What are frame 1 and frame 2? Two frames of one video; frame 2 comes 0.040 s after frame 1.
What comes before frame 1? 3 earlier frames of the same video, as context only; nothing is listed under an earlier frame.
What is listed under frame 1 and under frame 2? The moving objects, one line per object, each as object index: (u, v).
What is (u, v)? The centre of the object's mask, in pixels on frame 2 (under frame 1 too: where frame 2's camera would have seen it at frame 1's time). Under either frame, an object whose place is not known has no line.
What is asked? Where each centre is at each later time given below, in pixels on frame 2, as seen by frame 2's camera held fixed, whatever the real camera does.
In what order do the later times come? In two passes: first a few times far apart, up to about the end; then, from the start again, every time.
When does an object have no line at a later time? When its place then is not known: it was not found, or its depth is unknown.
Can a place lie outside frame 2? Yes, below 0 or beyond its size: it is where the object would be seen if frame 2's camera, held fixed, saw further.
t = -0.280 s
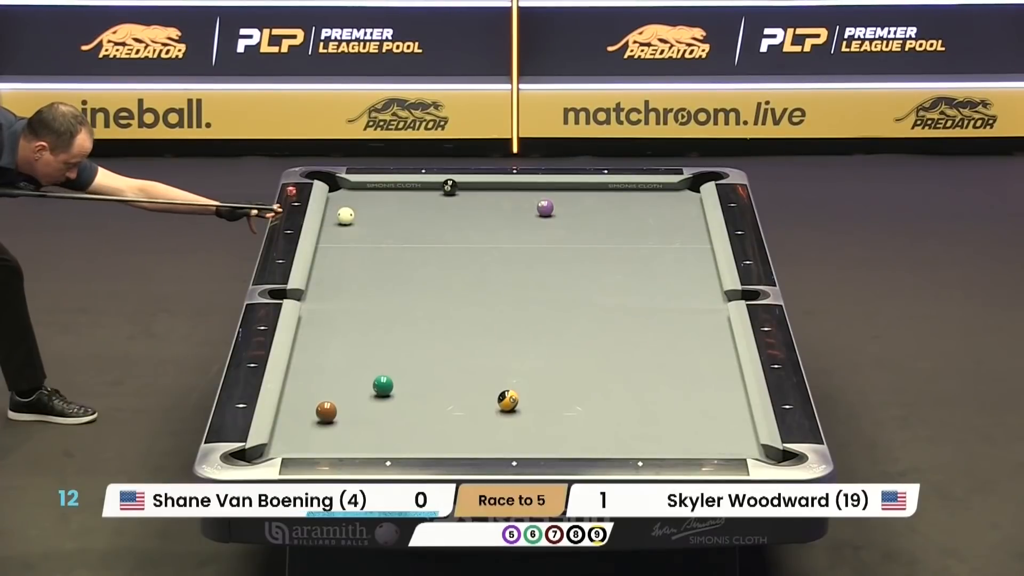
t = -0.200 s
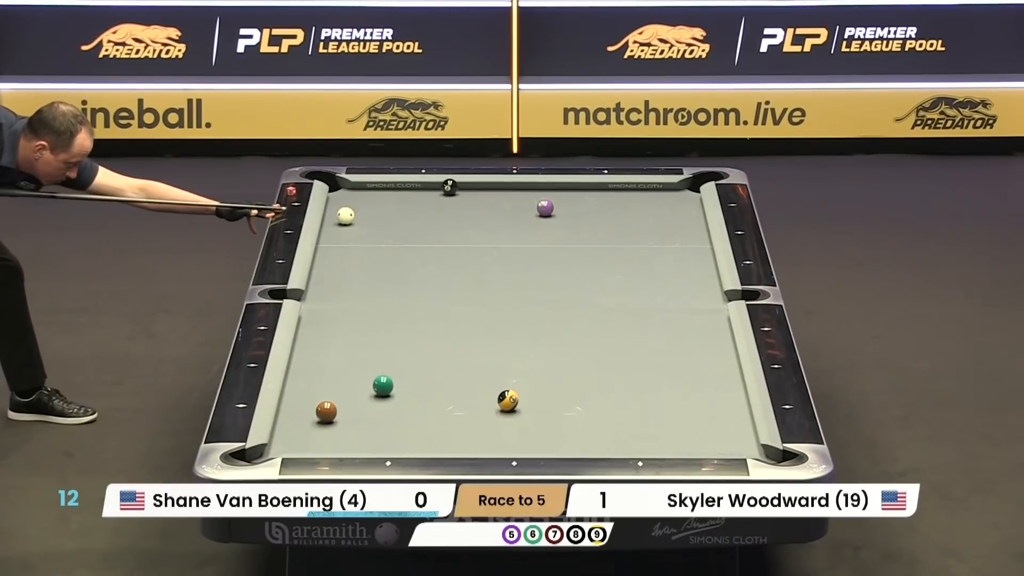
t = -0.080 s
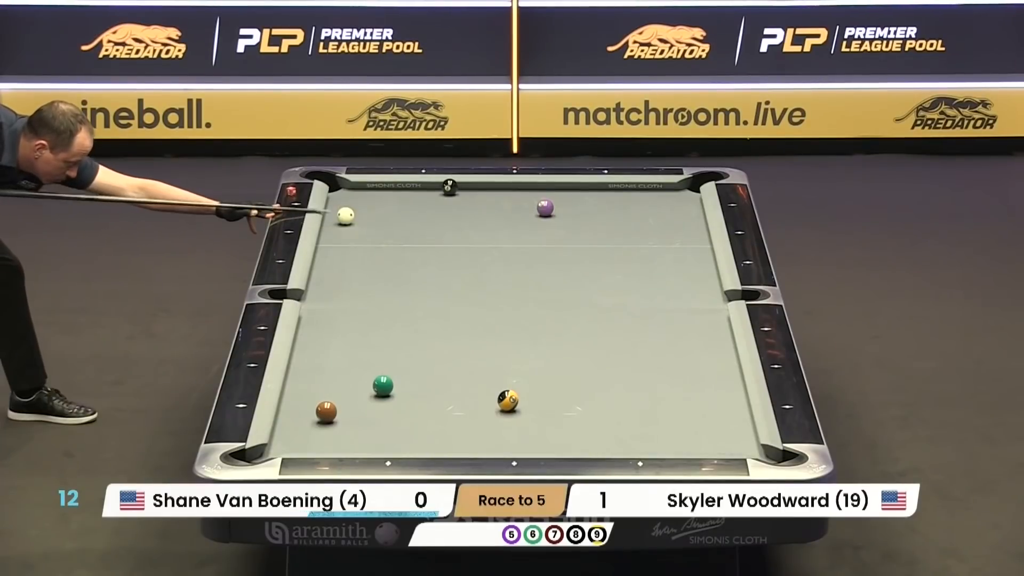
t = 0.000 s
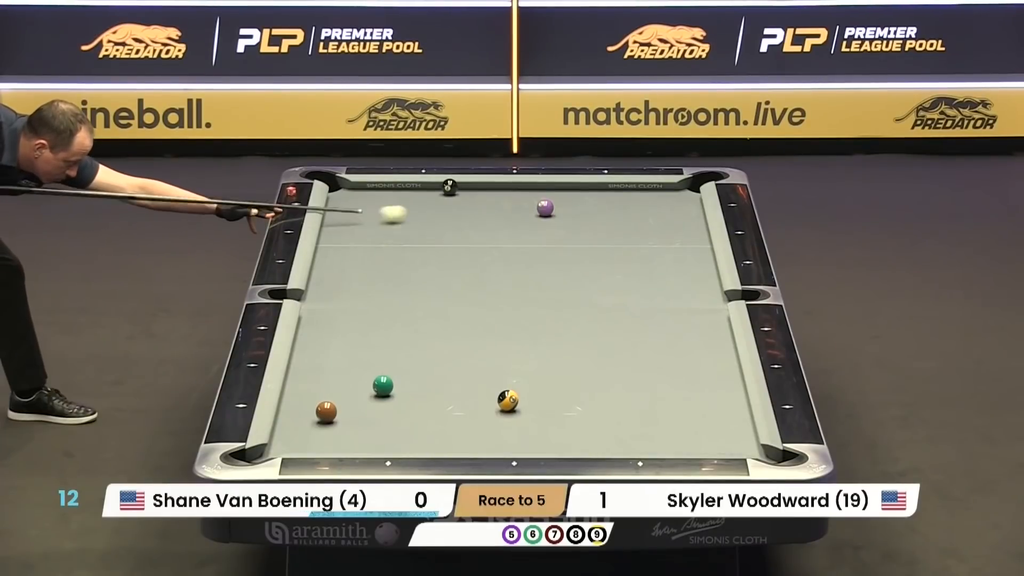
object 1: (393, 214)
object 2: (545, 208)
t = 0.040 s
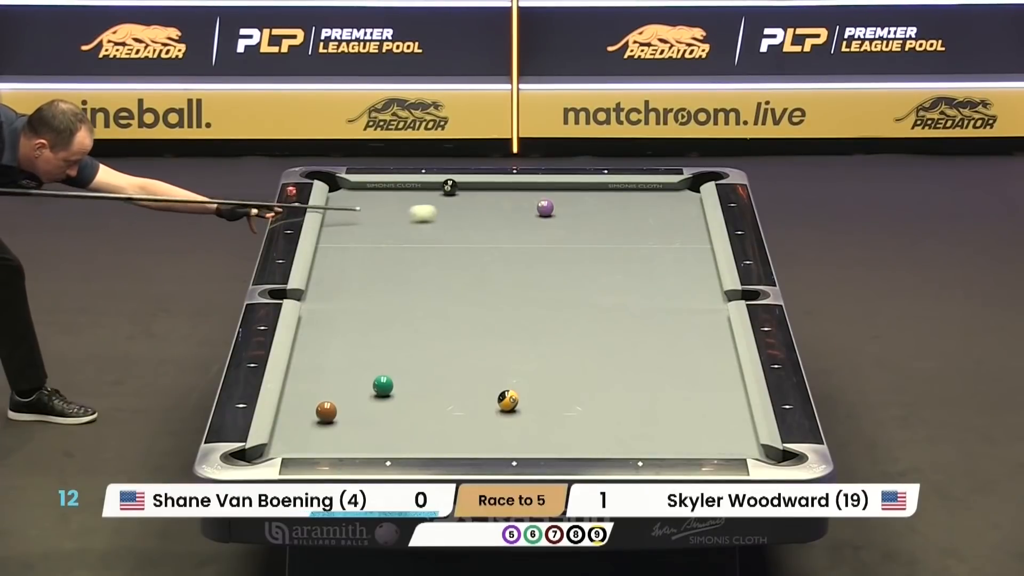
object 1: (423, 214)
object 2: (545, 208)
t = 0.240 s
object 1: (537, 213)
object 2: (576, 205)
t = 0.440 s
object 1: (576, 224)
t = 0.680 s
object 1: (640, 234)
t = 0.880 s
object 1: (695, 242)
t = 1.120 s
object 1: (667, 252)
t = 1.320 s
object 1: (639, 260)
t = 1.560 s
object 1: (606, 269)
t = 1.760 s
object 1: (578, 276)
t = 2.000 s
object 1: (545, 285)
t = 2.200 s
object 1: (517, 293)
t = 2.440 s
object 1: (485, 302)
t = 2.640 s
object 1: (458, 310)
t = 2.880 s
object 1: (426, 318)
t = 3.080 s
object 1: (400, 325)
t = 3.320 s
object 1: (368, 334)
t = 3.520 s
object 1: (342, 340)
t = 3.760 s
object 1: (312, 349)
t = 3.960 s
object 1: (307, 354)
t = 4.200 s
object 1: (318, 360)
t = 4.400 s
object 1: (327, 364)
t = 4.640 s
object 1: (338, 370)
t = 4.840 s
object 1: (346, 374)
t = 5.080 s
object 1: (354, 378)
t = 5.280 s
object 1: (361, 382)
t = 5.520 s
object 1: (363, 384)
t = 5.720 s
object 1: (362, 386)
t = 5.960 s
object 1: (361, 388)
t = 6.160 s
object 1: (360, 388)
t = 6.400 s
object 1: (359, 389)
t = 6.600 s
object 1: (358, 389)
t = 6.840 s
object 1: (358, 389)
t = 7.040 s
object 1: (358, 389)
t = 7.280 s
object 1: (359, 389)
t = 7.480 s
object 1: (358, 389)
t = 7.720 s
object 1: (358, 389)
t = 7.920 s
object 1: (359, 389)
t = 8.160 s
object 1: (358, 389)
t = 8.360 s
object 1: (359, 389)
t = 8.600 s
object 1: (358, 389)
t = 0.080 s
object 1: (452, 212)
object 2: (545, 208)
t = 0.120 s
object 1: (481, 212)
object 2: (545, 208)
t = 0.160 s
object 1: (511, 210)
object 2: (545, 208)
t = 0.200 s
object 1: (532, 211)
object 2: (553, 208)
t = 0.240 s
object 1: (537, 213)
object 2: (576, 205)
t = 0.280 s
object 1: (544, 216)
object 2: (598, 202)
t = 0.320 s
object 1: (550, 218)
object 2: (619, 198)
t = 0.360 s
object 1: (558, 220)
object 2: (638, 195)
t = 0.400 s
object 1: (567, 222)
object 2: (657, 192)
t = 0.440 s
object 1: (576, 224)
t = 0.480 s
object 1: (585, 226)
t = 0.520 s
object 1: (596, 227)
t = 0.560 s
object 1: (607, 229)
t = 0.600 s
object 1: (618, 231)
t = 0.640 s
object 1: (629, 232)
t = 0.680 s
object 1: (640, 234)
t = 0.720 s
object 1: (651, 235)
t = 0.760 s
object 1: (662, 237)
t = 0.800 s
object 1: (674, 239)
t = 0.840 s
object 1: (684, 241)
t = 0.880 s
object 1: (695, 242)
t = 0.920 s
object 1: (702, 244)
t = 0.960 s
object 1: (693, 245)
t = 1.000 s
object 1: (685, 247)
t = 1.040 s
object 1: (679, 249)
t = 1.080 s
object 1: (673, 250)
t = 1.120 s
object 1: (667, 252)
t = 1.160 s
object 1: (662, 253)
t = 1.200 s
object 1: (656, 255)
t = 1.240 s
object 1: (650, 256)
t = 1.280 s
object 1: (645, 258)
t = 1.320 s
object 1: (639, 260)
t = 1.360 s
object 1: (634, 261)
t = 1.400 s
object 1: (628, 263)
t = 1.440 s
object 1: (622, 264)
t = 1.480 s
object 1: (617, 266)
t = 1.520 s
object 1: (611, 267)
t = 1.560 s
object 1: (606, 269)
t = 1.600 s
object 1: (600, 271)
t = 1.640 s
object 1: (595, 272)
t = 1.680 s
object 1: (589, 273)
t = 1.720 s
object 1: (583, 275)
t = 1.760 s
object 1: (578, 276)
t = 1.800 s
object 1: (573, 278)
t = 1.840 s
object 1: (567, 279)
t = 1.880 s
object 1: (561, 281)
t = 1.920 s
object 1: (556, 282)
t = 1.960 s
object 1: (551, 284)
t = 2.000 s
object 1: (545, 285)
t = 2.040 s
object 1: (539, 287)
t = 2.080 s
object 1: (534, 289)
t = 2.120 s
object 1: (528, 290)
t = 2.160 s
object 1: (523, 292)
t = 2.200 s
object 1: (517, 293)
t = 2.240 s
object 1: (512, 295)
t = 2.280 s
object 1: (507, 296)
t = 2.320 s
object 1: (501, 298)
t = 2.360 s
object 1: (496, 299)
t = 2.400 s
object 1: (490, 301)
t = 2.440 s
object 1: (485, 302)
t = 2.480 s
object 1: (479, 304)
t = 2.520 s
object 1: (474, 305)
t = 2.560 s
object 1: (469, 306)
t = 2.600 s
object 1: (463, 308)
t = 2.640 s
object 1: (458, 310)
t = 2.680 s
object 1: (453, 311)
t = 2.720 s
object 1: (447, 312)
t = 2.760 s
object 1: (442, 314)
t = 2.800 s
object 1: (437, 315)
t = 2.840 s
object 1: (431, 316)
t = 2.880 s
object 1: (426, 318)
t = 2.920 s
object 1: (421, 319)
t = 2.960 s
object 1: (415, 321)
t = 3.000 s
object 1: (410, 322)
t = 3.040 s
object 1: (405, 324)
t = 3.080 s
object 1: (400, 325)
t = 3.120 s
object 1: (394, 327)
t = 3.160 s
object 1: (389, 328)
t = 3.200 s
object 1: (384, 329)
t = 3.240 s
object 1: (378, 331)
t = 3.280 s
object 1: (373, 332)
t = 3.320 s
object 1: (368, 334)
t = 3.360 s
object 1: (363, 335)
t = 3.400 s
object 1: (358, 336)
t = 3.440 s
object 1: (353, 338)
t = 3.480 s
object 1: (348, 339)
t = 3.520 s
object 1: (342, 340)
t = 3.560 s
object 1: (337, 342)
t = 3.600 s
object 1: (332, 343)
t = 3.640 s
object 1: (327, 345)
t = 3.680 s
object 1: (322, 346)
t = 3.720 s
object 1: (317, 347)
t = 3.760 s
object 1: (312, 349)
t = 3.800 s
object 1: (307, 350)
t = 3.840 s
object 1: (302, 351)
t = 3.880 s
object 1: (303, 352)
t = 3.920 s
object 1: (305, 353)
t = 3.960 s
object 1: (307, 354)
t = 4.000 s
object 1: (309, 355)
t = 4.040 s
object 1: (311, 356)
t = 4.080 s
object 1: (313, 357)
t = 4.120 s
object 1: (315, 358)
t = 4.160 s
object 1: (317, 359)
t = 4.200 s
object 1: (318, 360)
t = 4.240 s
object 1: (320, 361)
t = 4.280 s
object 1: (322, 362)
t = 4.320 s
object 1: (324, 363)
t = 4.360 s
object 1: (326, 364)
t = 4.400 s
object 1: (327, 364)
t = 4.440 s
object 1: (329, 365)
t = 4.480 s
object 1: (331, 366)
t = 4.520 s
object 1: (333, 367)
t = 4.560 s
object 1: (334, 368)
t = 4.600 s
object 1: (336, 369)
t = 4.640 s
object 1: (338, 370)
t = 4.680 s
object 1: (339, 370)
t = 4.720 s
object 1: (341, 371)
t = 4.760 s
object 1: (342, 372)
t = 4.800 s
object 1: (344, 373)
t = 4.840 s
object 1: (346, 374)
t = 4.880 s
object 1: (347, 374)
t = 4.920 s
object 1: (349, 375)
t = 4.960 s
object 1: (350, 376)
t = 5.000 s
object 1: (352, 377)
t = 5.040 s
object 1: (353, 377)
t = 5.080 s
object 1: (354, 378)
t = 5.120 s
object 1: (356, 379)
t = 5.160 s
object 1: (357, 379)
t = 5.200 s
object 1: (358, 380)
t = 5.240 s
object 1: (360, 381)
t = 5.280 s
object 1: (361, 382)
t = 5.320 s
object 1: (362, 382)
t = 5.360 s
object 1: (363, 383)
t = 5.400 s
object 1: (363, 383)
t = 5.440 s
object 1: (363, 384)
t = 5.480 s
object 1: (363, 384)
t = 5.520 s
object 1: (363, 384)
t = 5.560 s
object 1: (363, 385)
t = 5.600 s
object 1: (362, 385)
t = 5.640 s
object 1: (362, 385)
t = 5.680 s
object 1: (362, 386)
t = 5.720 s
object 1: (362, 386)
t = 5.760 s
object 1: (362, 386)
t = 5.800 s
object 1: (361, 387)
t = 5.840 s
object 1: (361, 387)
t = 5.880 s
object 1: (361, 387)
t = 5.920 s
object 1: (361, 387)
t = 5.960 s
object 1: (361, 388)
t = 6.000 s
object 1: (360, 388)
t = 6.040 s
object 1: (360, 388)
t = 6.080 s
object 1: (360, 388)
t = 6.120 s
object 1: (360, 388)
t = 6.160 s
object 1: (360, 388)
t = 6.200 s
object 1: (360, 389)
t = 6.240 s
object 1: (360, 389)
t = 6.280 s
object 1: (360, 389)
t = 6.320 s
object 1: (359, 389)
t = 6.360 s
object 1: (359, 389)
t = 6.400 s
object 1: (359, 389)
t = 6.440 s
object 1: (359, 389)
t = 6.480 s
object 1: (359, 389)
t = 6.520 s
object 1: (359, 389)
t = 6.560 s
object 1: (359, 389)
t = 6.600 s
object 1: (358, 389)
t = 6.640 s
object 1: (358, 389)
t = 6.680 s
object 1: (358, 389)
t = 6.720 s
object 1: (358, 389)
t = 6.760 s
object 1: (358, 389)
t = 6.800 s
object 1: (358, 389)
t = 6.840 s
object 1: (358, 389)
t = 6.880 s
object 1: (359, 389)
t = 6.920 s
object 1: (358, 389)
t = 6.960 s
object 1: (358, 389)
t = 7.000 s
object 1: (358, 389)
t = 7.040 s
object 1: (358, 389)
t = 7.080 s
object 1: (359, 389)
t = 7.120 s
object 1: (359, 389)
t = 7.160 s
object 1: (358, 389)
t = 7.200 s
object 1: (358, 389)
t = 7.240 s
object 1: (359, 389)
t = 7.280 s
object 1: (359, 389)
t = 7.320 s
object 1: (358, 389)
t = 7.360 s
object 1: (358, 389)
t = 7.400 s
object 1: (358, 389)
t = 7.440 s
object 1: (359, 389)
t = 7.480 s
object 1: (358, 389)
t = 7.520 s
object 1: (359, 389)
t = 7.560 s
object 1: (358, 389)
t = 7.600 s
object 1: (359, 389)
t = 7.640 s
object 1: (359, 389)
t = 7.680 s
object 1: (358, 389)
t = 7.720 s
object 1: (358, 389)
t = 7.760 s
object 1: (358, 389)
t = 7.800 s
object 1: (359, 389)
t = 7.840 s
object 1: (358, 389)
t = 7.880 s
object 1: (358, 389)
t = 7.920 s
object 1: (359, 389)
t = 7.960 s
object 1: (358, 389)
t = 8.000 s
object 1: (358, 389)
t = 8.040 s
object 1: (358, 389)
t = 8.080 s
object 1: (359, 389)
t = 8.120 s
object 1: (359, 389)
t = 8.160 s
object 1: (358, 389)
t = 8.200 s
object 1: (359, 389)
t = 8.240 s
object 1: (359, 389)
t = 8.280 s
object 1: (358, 389)
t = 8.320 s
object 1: (358, 389)
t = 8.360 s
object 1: (359, 389)
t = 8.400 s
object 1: (358, 389)
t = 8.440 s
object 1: (359, 389)
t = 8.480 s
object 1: (359, 389)
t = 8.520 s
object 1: (358, 389)
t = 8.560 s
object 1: (359, 389)
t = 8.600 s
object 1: (358, 389)
